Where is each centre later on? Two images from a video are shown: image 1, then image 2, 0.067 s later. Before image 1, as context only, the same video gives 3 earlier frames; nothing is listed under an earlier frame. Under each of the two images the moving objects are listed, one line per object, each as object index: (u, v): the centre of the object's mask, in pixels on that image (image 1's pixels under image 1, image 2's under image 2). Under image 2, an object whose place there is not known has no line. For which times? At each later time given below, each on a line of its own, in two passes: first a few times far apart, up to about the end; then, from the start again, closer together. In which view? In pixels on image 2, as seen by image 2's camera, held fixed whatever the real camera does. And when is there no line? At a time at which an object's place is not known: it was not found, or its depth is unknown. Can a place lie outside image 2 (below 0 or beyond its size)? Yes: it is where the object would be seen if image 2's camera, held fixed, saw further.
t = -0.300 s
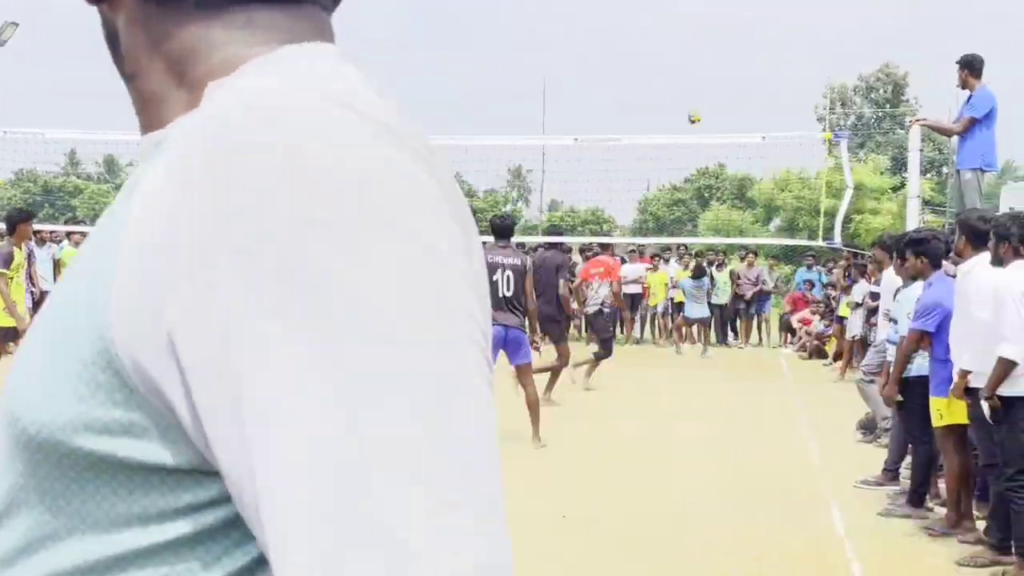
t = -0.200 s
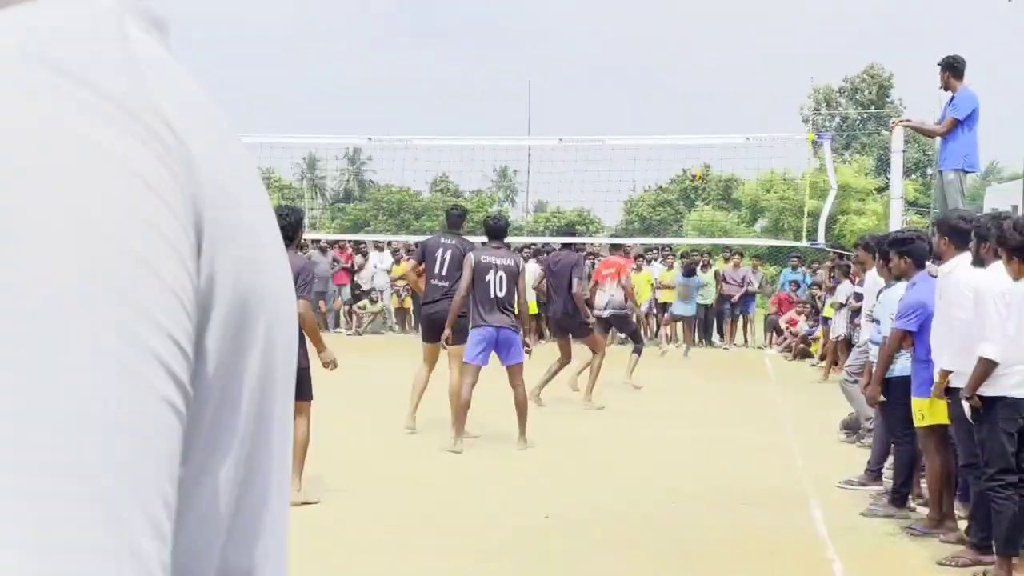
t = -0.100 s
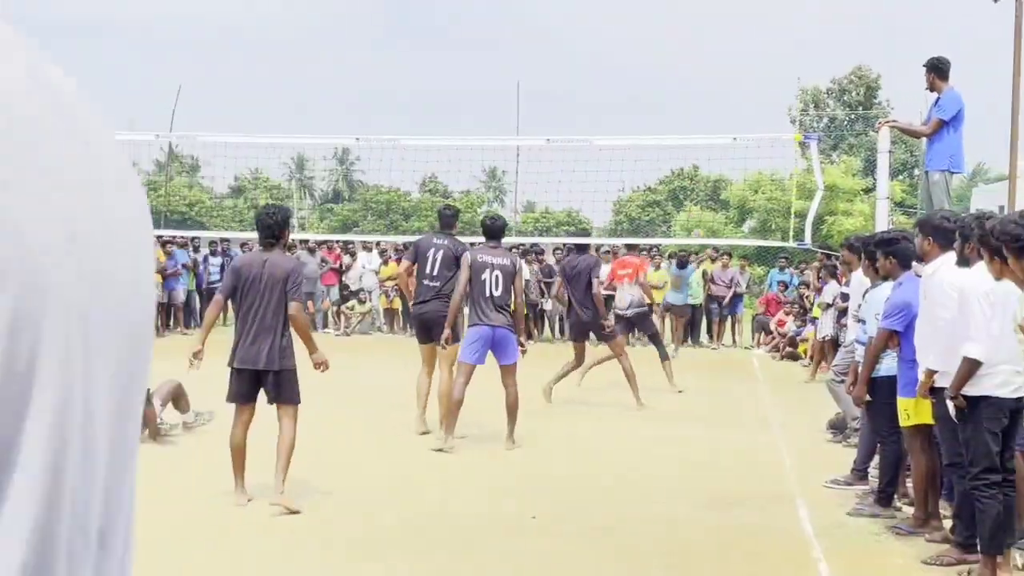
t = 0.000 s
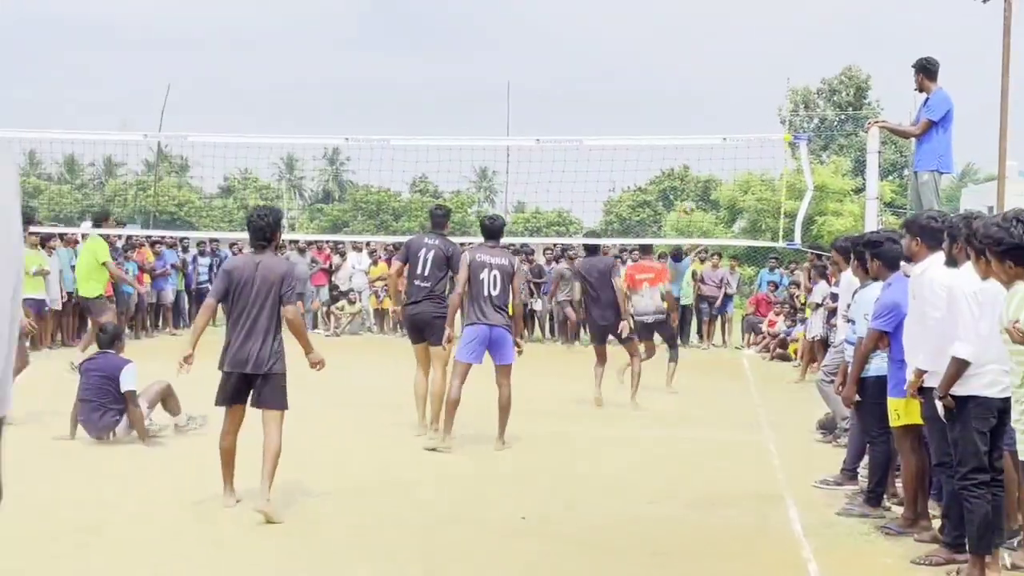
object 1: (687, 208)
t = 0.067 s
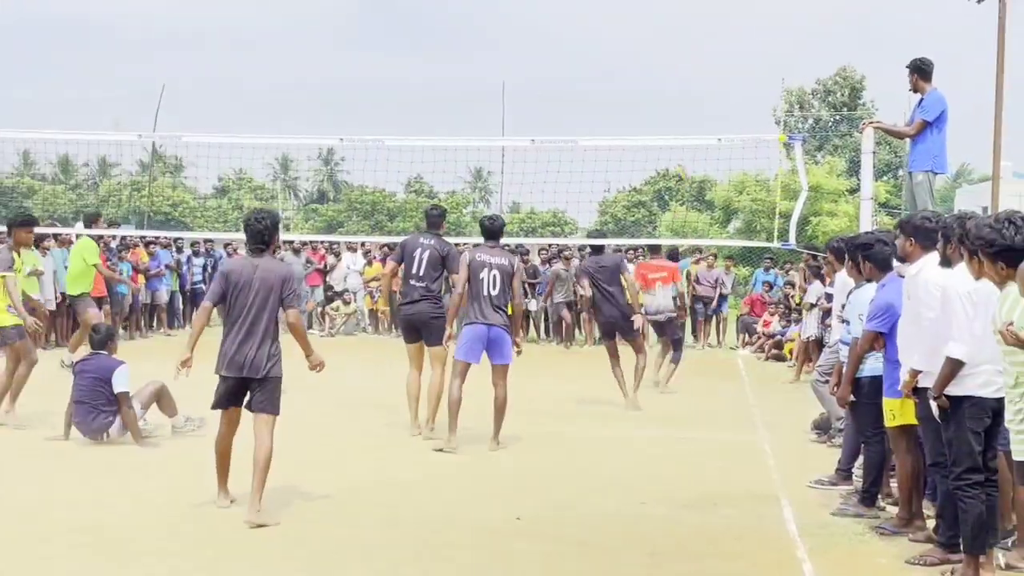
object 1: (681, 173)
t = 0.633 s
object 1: (641, 2)
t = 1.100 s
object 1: (606, 31)
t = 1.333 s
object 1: (587, 123)
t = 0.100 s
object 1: (677, 160)
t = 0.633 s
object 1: (641, 2)
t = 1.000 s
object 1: (614, 10)
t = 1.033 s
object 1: (612, 13)
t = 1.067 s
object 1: (609, 21)
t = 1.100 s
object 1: (606, 31)
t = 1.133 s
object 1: (603, 40)
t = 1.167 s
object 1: (601, 51)
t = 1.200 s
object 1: (598, 63)
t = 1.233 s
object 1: (595, 76)
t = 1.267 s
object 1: (593, 90)
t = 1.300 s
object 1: (590, 106)
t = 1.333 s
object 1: (587, 123)
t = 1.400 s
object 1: (582, 159)
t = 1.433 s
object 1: (580, 180)
